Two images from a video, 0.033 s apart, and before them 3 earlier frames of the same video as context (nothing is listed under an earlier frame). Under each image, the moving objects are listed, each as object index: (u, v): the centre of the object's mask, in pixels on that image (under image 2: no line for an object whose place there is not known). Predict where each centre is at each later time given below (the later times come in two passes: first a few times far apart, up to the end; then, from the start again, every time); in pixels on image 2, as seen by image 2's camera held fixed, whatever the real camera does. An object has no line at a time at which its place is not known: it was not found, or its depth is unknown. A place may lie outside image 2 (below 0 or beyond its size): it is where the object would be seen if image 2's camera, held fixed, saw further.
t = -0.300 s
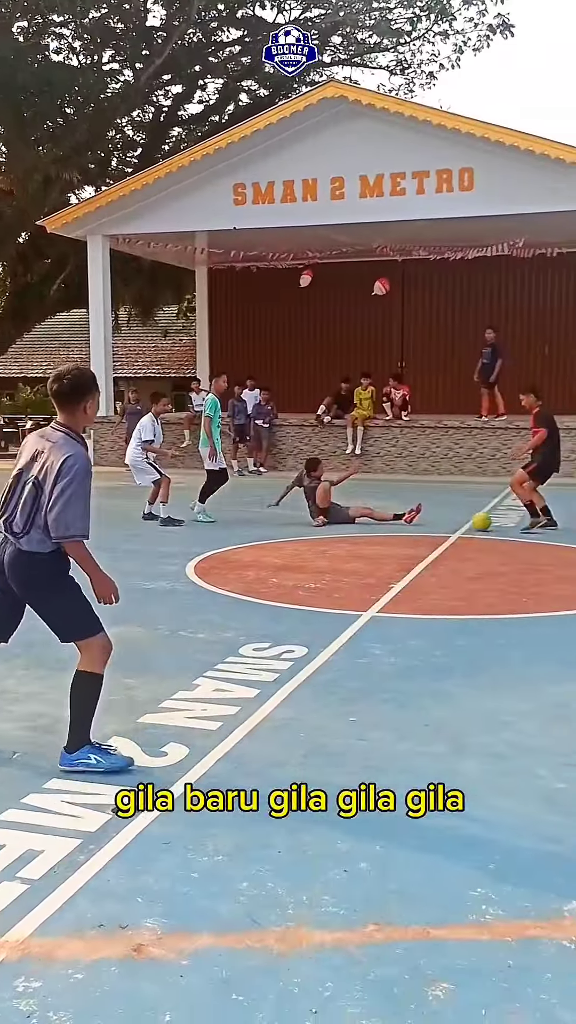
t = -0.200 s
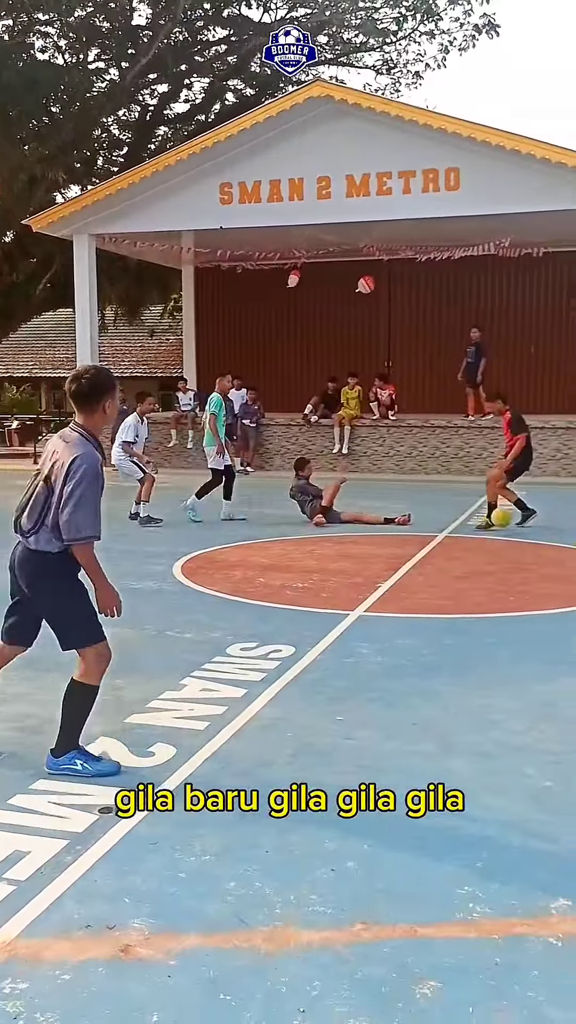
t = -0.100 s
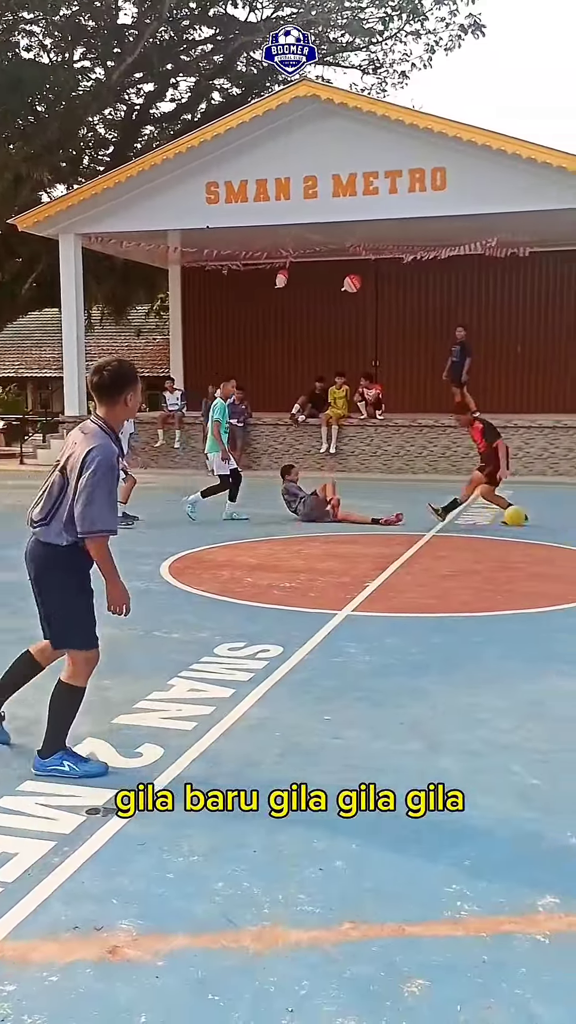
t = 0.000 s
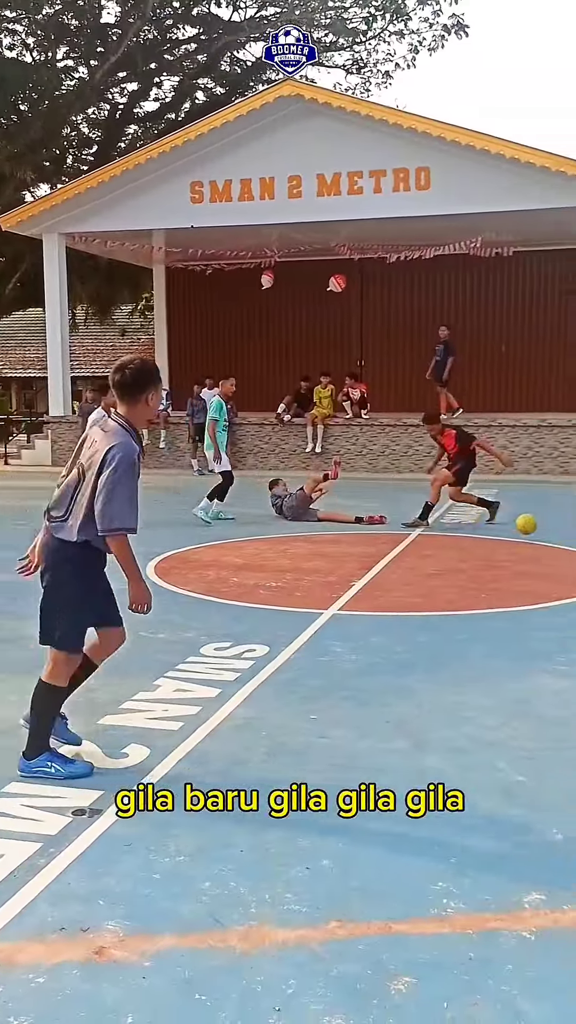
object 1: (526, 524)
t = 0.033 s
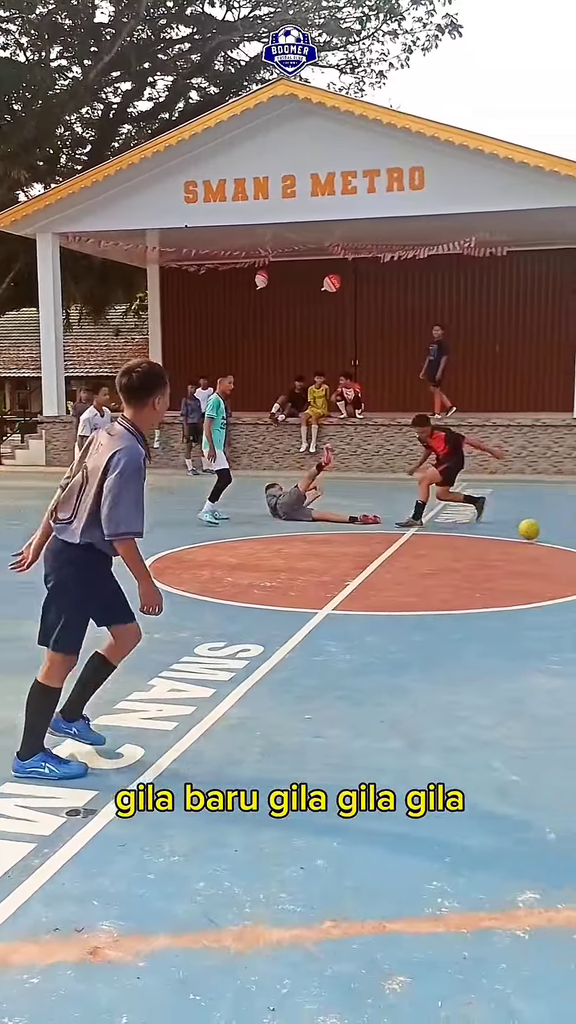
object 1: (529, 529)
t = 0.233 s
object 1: (610, 541)
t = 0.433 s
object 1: (705, 549)
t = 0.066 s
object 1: (540, 533)
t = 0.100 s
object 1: (554, 532)
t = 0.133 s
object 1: (567, 533)
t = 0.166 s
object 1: (581, 534)
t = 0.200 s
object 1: (595, 537)
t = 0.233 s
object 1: (610, 541)
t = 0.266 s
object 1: (625, 541)
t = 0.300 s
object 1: (640, 540)
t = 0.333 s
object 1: (656, 542)
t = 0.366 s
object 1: (672, 546)
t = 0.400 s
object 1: (689, 550)
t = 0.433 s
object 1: (705, 549)
